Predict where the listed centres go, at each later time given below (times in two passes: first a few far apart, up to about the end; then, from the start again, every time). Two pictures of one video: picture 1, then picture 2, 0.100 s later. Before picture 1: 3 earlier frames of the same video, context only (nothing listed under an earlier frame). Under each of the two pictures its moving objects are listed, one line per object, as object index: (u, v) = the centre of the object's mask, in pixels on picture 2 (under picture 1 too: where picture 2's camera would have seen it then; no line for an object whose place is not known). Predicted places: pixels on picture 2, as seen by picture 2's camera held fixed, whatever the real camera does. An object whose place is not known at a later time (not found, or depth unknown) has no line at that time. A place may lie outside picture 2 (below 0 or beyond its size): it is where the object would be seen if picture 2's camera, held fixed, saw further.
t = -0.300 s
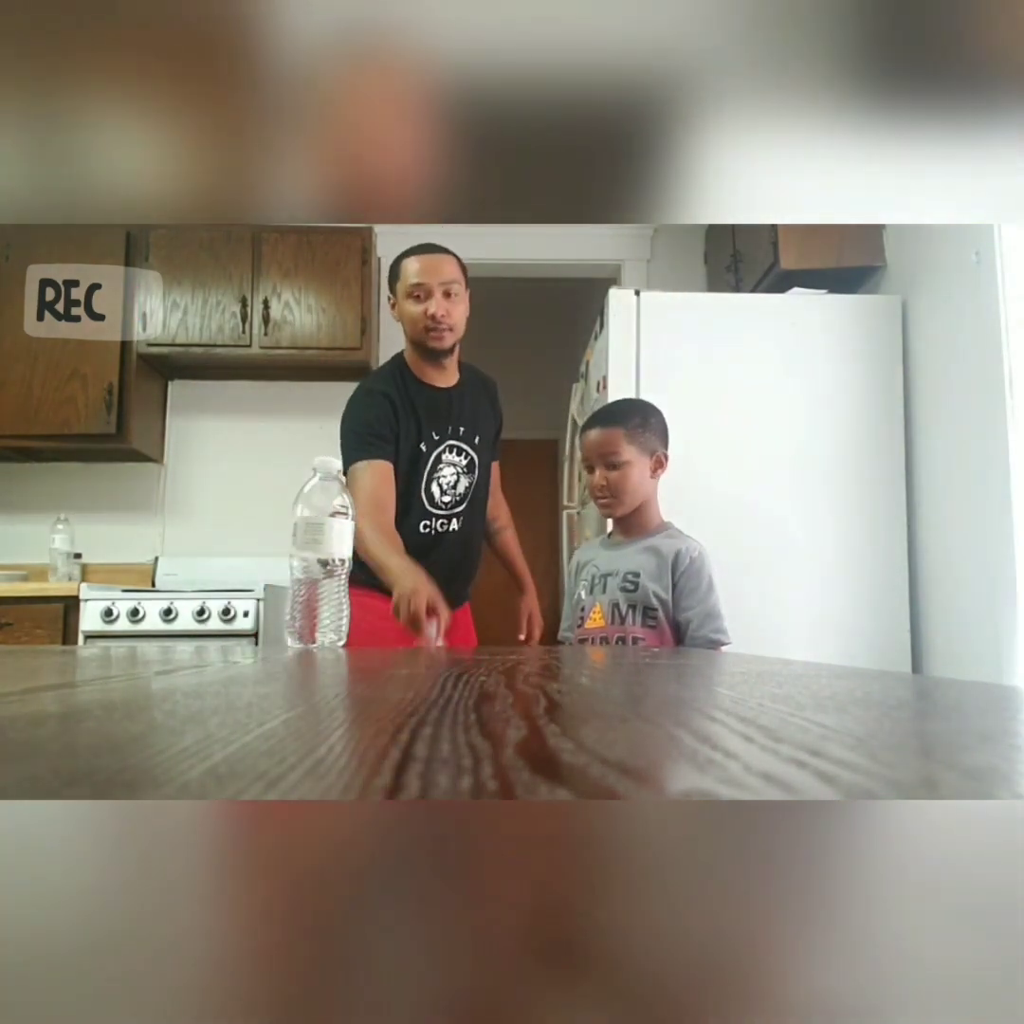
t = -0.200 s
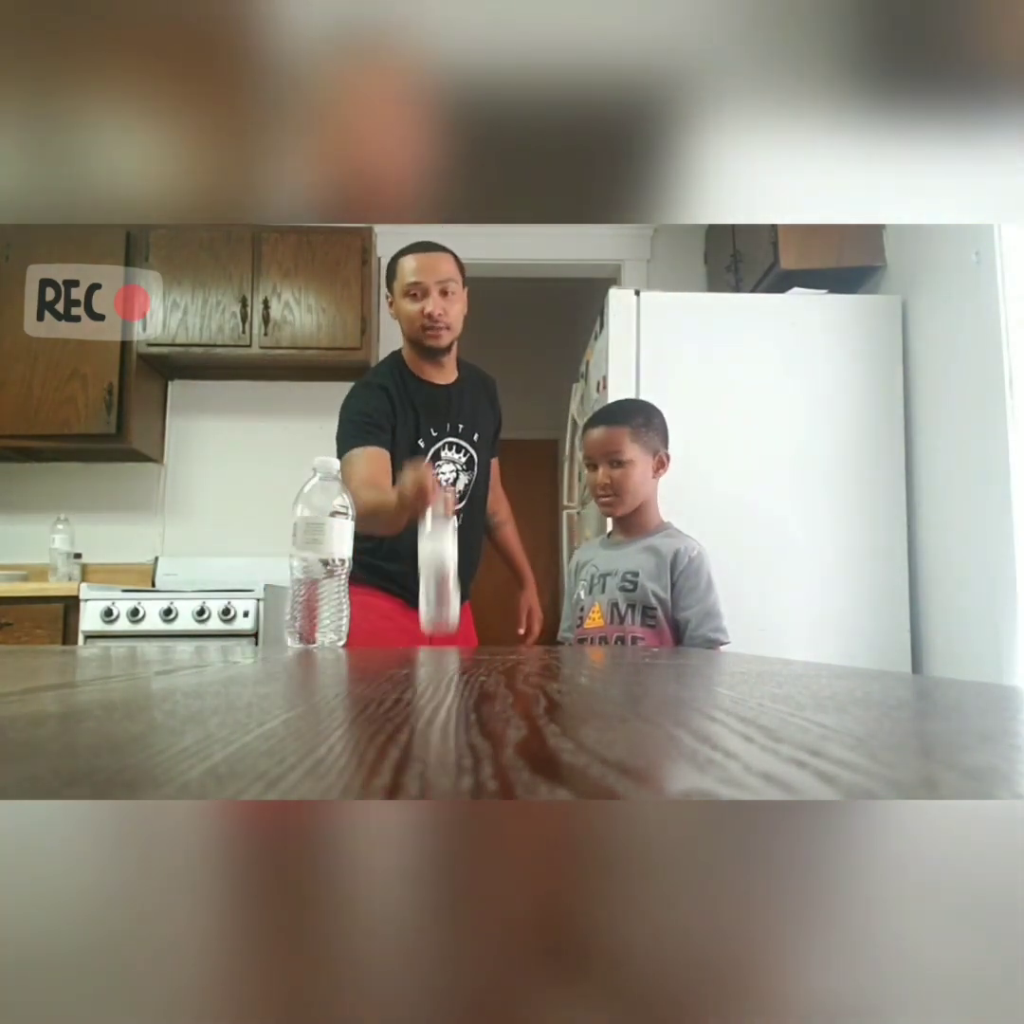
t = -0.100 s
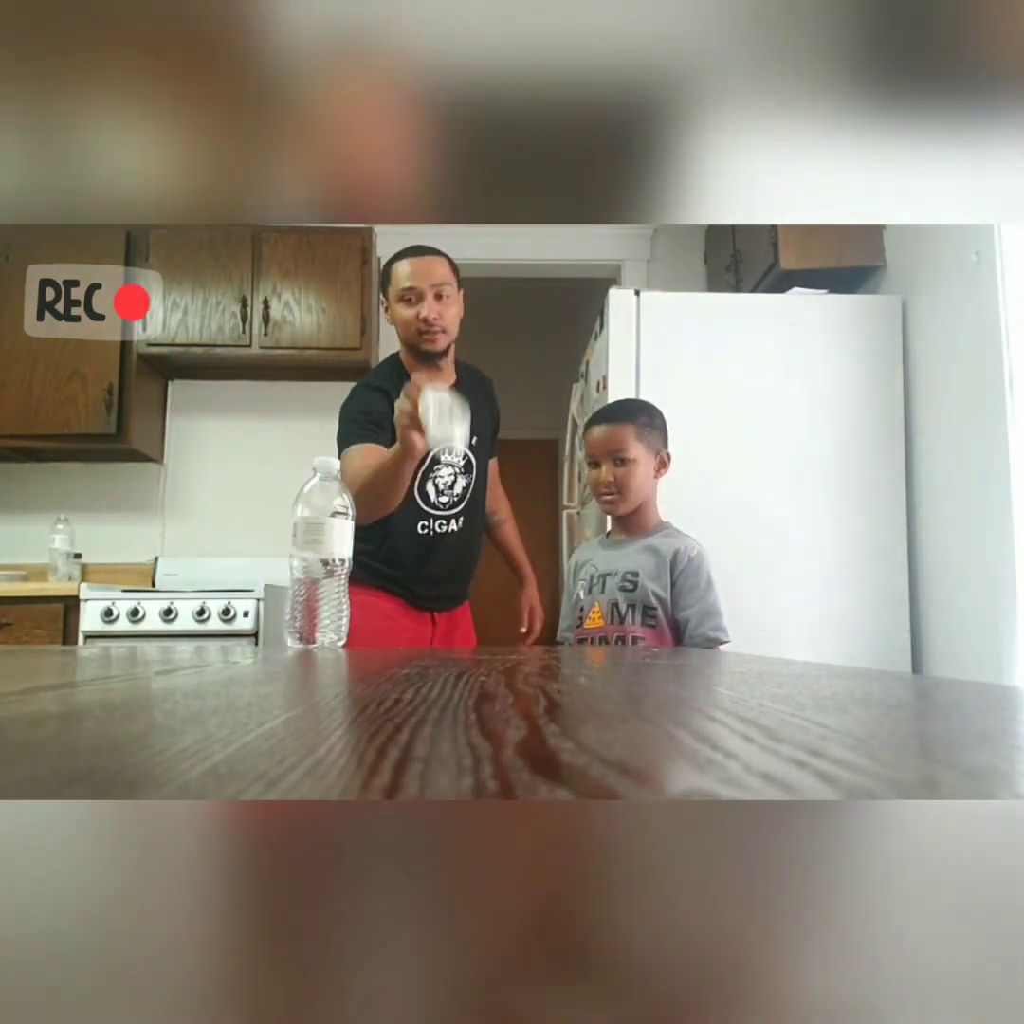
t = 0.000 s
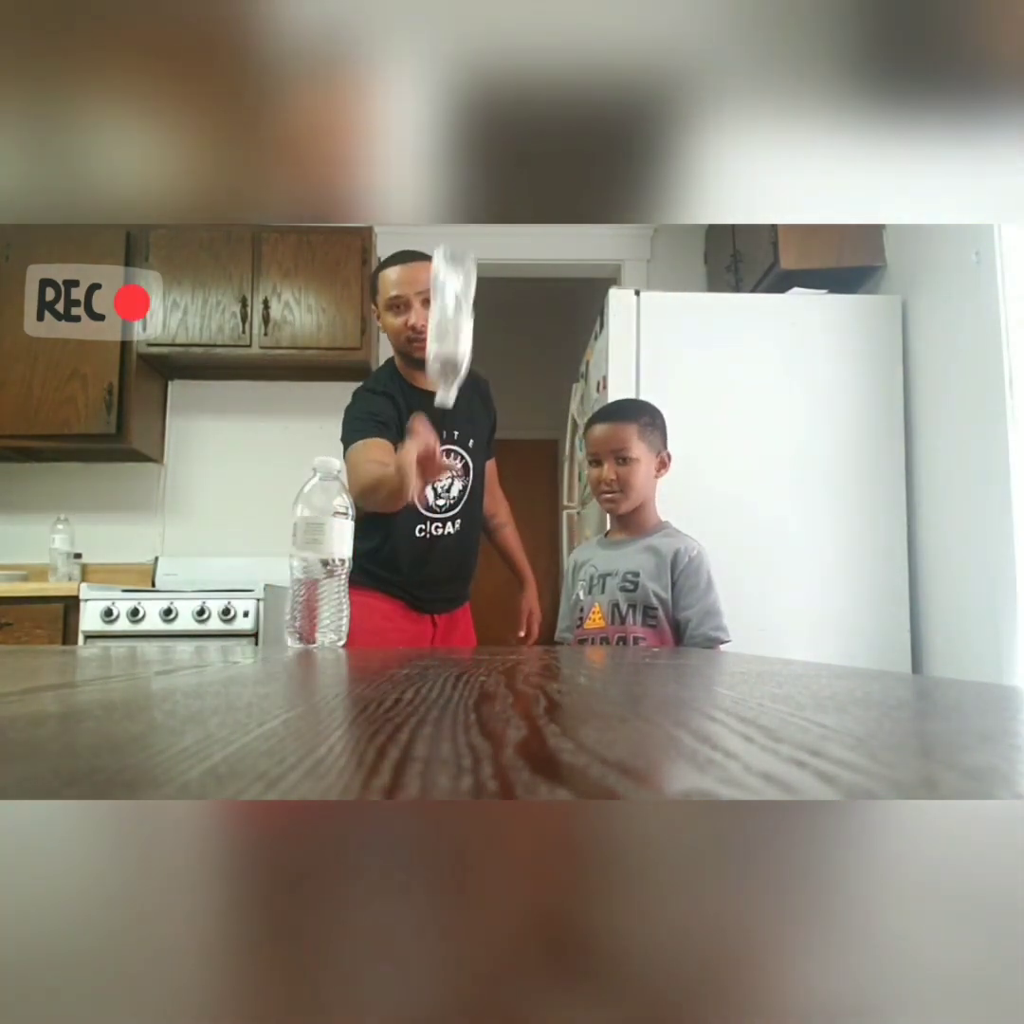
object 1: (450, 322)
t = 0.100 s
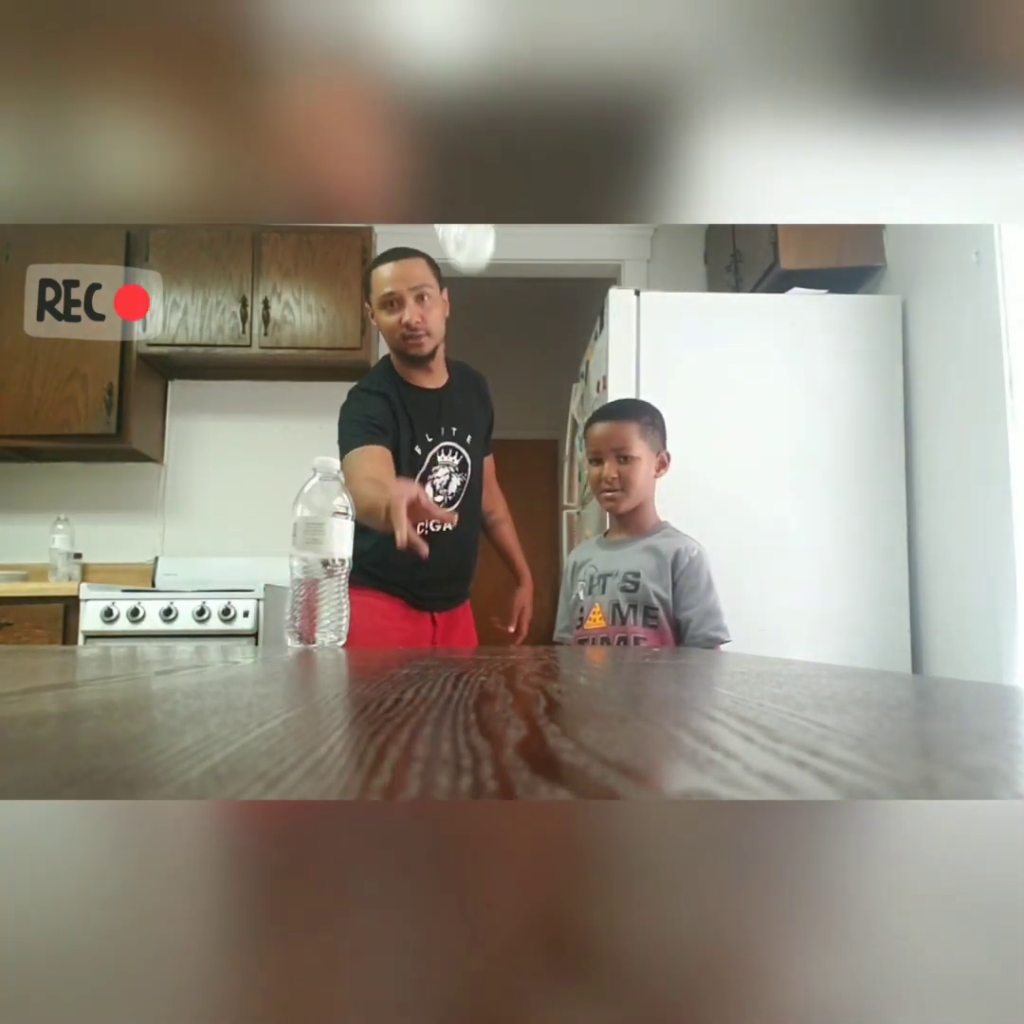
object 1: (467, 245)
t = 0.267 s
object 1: (479, 277)
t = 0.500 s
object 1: (517, 601)
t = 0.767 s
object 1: (535, 611)
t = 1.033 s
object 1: (529, 610)
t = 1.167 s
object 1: (513, 610)
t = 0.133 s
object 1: (466, 234)
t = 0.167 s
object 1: (462, 237)
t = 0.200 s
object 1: (465, 246)
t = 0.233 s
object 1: (472, 259)
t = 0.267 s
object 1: (479, 277)
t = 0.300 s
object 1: (485, 303)
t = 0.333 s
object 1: (490, 347)
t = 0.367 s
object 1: (494, 407)
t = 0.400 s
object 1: (496, 485)
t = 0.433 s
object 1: (502, 554)
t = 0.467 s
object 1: (512, 569)
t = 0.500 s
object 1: (517, 601)
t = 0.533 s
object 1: (521, 601)
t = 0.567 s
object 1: (526, 604)
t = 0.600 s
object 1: (532, 613)
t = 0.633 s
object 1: (531, 611)
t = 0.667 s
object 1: (530, 611)
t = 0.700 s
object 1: (529, 611)
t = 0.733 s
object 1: (531, 612)
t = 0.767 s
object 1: (535, 611)
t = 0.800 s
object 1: (537, 611)
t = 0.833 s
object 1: (538, 611)
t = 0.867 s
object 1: (536, 610)
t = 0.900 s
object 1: (534, 610)
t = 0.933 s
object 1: (532, 610)
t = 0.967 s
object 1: (532, 610)
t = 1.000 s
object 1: (531, 610)
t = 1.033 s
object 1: (529, 610)
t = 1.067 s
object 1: (525, 610)
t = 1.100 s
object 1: (521, 610)
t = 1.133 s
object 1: (516, 610)
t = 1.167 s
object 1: (513, 610)
